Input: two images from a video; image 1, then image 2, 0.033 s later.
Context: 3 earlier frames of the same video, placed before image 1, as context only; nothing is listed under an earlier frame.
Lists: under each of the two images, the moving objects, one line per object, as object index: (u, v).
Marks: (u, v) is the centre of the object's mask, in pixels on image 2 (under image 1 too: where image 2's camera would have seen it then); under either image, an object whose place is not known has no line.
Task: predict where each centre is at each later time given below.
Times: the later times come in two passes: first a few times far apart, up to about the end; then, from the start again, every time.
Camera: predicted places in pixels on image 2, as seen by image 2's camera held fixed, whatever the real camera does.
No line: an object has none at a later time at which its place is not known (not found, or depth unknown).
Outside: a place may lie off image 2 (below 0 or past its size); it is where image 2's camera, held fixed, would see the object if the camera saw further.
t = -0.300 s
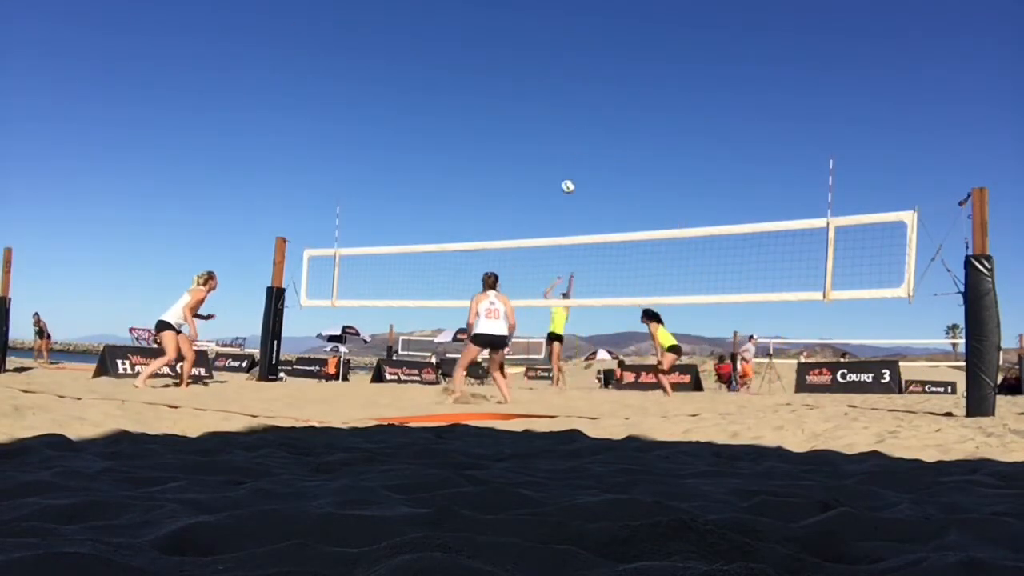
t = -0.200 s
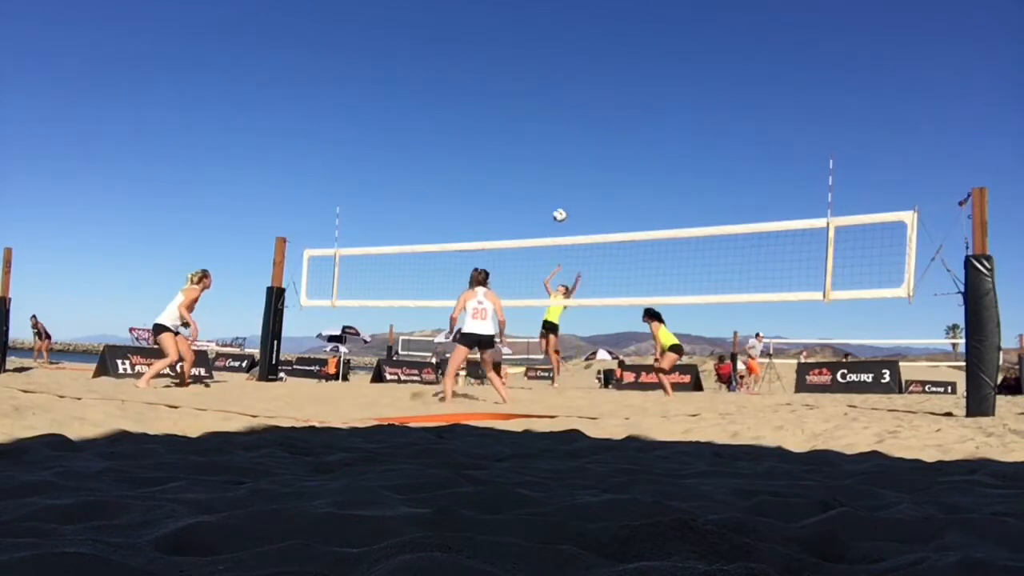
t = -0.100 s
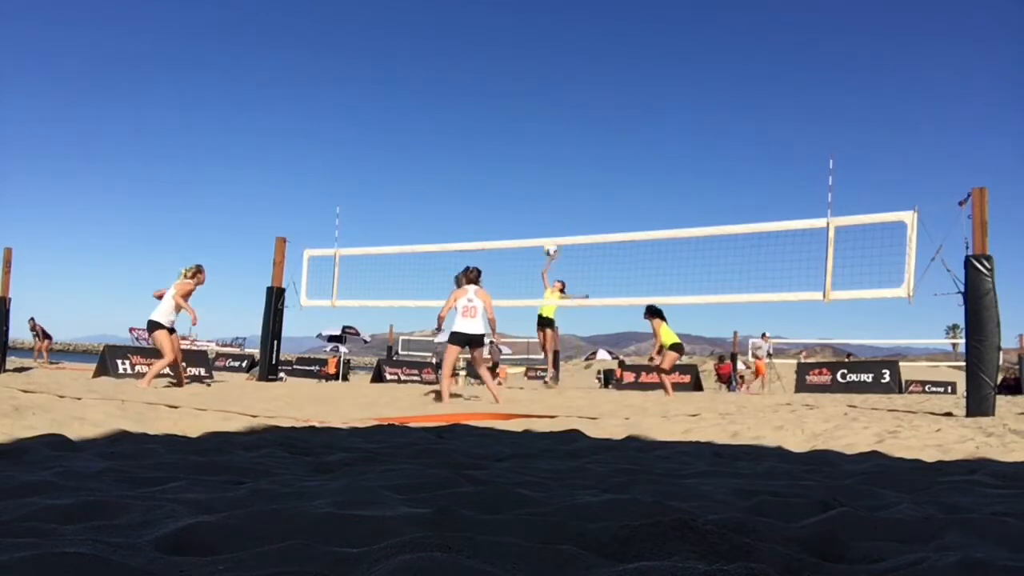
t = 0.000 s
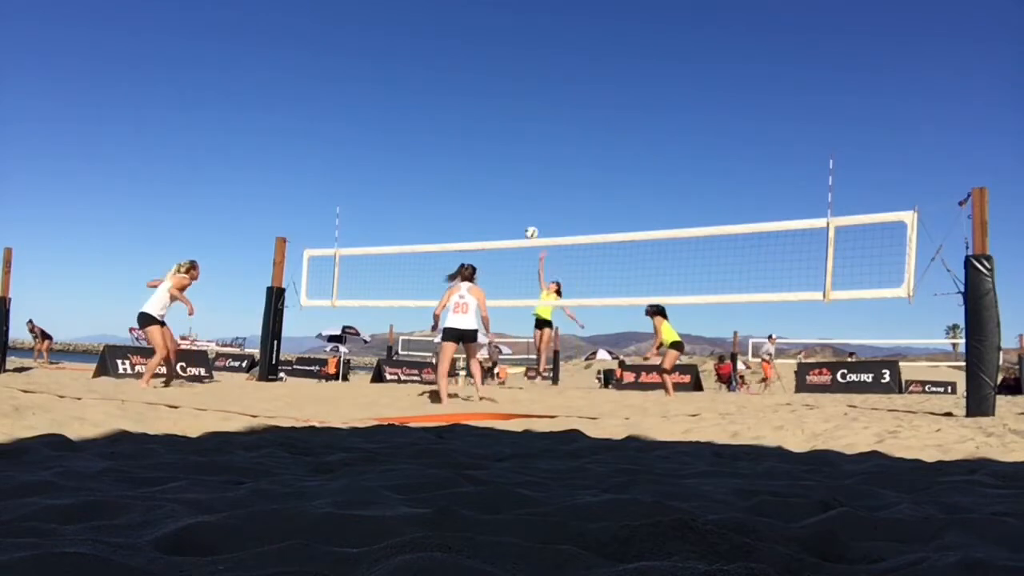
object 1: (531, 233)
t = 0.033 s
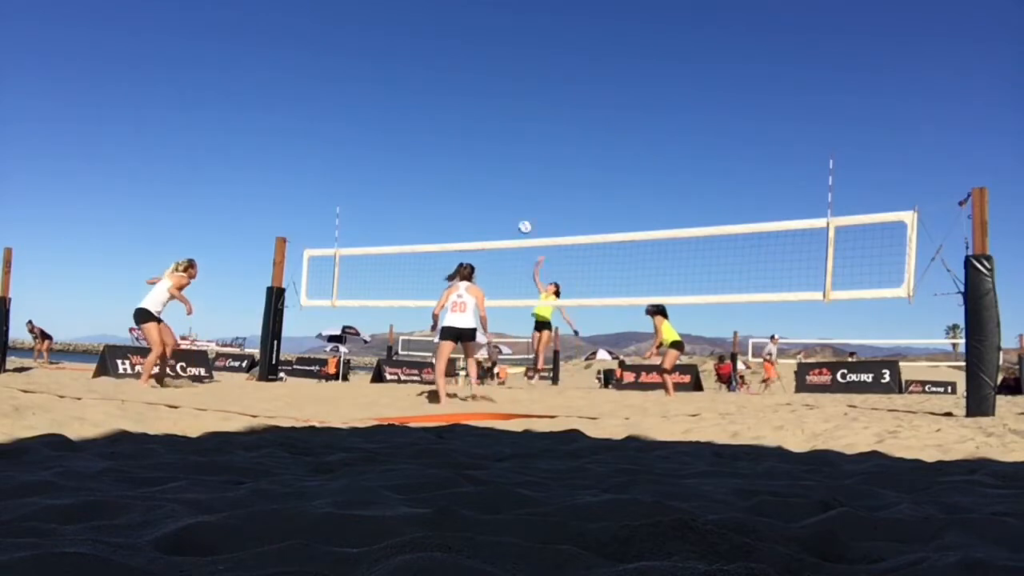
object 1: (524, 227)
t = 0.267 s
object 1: (475, 204)
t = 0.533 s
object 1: (414, 218)
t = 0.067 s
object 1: (517, 222)
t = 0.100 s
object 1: (510, 218)
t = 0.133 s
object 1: (504, 214)
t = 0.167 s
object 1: (497, 210)
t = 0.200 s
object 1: (490, 207)
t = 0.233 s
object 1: (483, 205)
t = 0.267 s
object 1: (475, 204)
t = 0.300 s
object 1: (467, 203)
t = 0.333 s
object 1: (460, 204)
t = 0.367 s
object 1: (453, 205)
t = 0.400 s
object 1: (446, 205)
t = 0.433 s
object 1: (438, 208)
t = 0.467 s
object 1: (430, 210)
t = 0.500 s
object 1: (422, 213)
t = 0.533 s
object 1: (414, 218)
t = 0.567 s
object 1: (406, 222)
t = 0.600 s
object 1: (399, 228)
